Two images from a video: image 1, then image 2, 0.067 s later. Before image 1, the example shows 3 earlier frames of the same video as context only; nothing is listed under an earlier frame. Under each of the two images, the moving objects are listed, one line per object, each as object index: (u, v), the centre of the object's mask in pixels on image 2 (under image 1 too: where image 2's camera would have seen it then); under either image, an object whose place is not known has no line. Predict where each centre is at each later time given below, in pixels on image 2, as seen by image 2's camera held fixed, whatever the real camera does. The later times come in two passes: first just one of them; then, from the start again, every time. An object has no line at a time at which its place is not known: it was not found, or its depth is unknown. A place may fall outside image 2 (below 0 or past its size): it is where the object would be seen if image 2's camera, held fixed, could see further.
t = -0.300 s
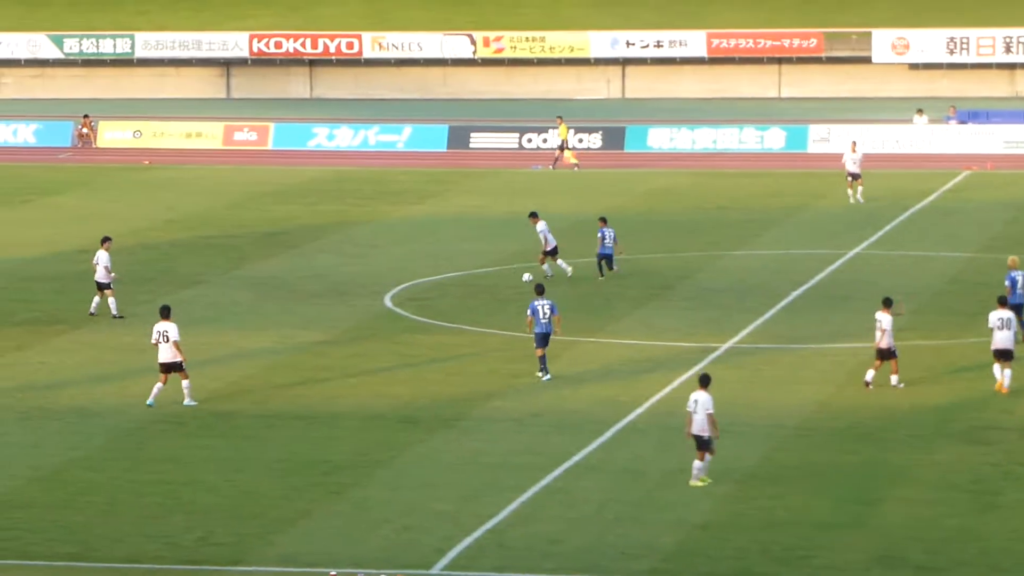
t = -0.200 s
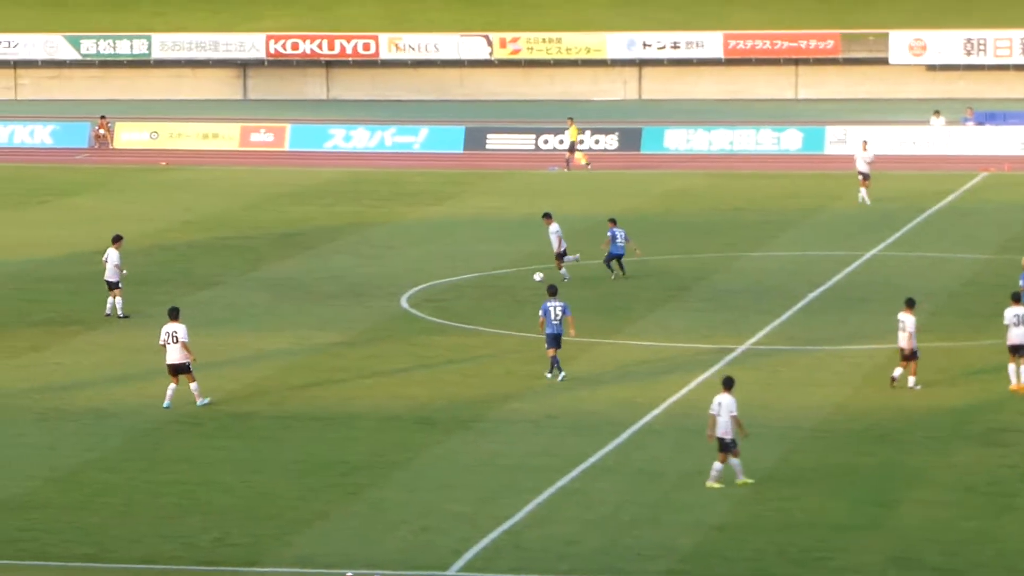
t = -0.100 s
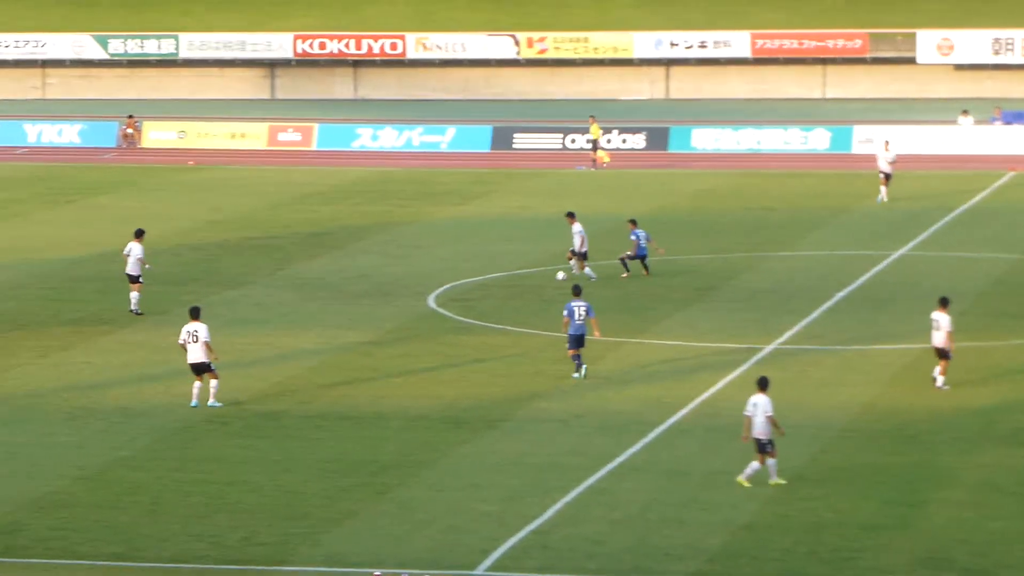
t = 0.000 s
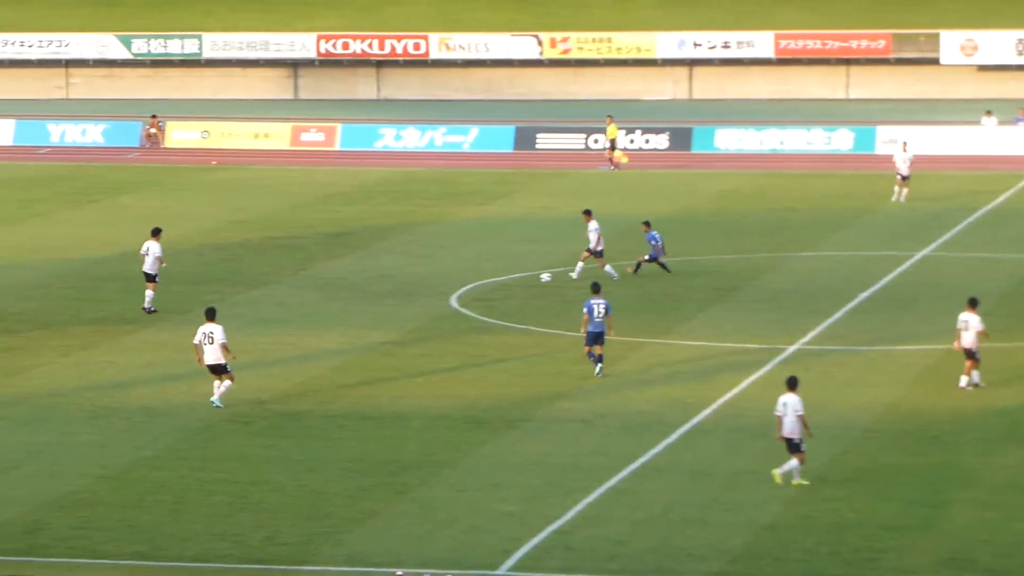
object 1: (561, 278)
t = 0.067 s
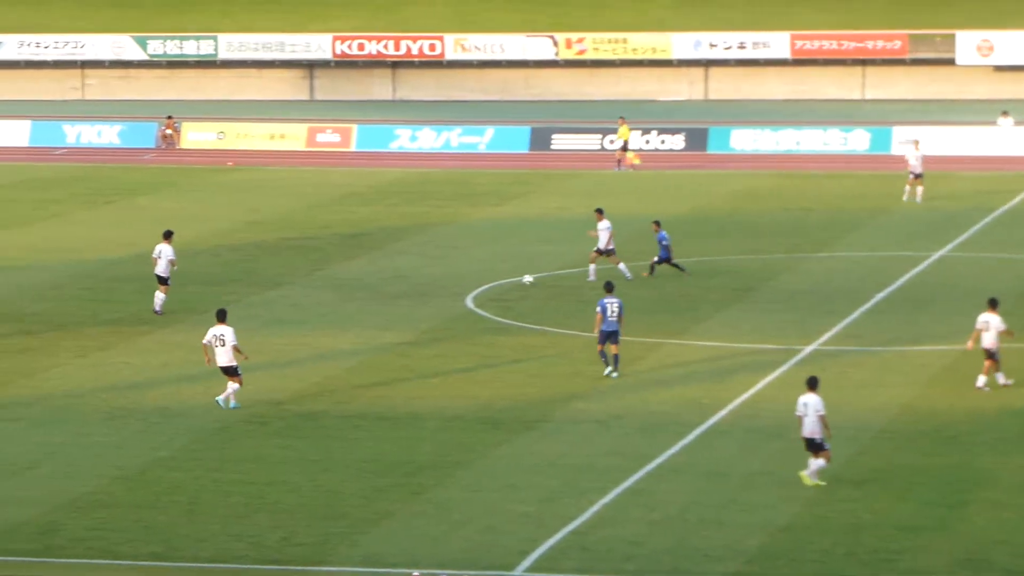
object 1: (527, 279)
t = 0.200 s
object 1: (466, 283)
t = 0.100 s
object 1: (512, 281)
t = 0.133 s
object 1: (496, 281)
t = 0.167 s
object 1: (480, 283)
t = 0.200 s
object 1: (466, 283)
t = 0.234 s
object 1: (450, 285)
